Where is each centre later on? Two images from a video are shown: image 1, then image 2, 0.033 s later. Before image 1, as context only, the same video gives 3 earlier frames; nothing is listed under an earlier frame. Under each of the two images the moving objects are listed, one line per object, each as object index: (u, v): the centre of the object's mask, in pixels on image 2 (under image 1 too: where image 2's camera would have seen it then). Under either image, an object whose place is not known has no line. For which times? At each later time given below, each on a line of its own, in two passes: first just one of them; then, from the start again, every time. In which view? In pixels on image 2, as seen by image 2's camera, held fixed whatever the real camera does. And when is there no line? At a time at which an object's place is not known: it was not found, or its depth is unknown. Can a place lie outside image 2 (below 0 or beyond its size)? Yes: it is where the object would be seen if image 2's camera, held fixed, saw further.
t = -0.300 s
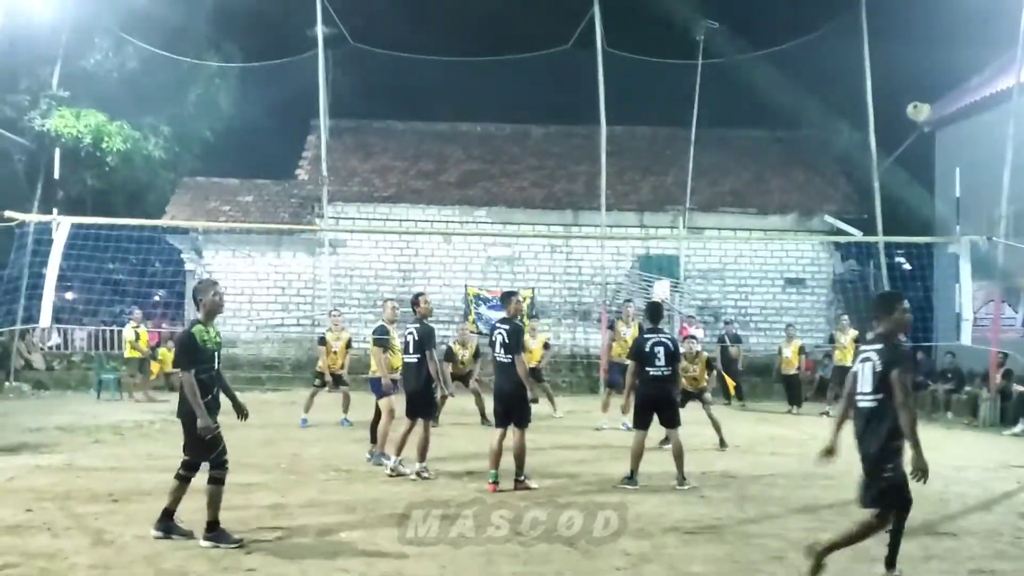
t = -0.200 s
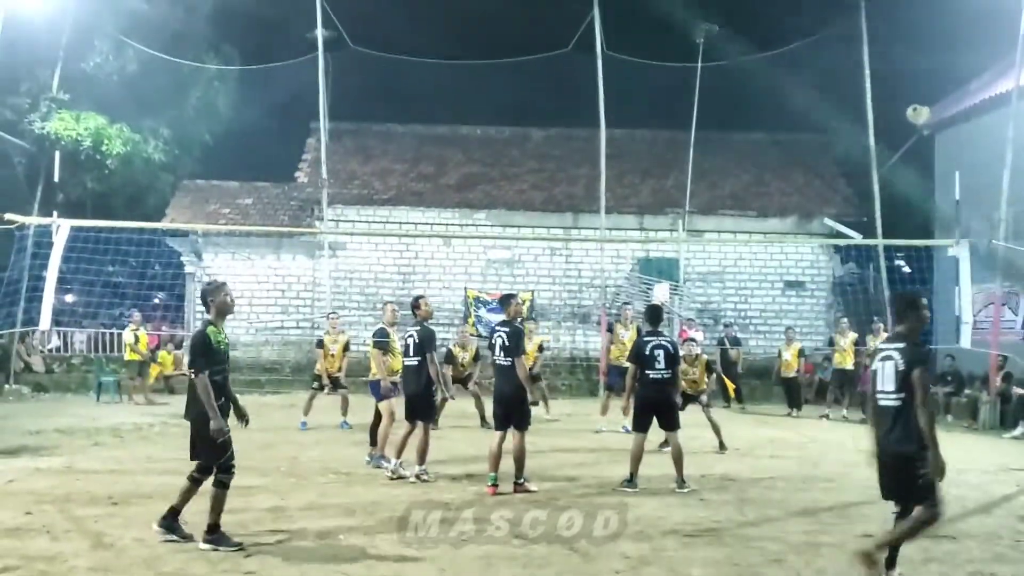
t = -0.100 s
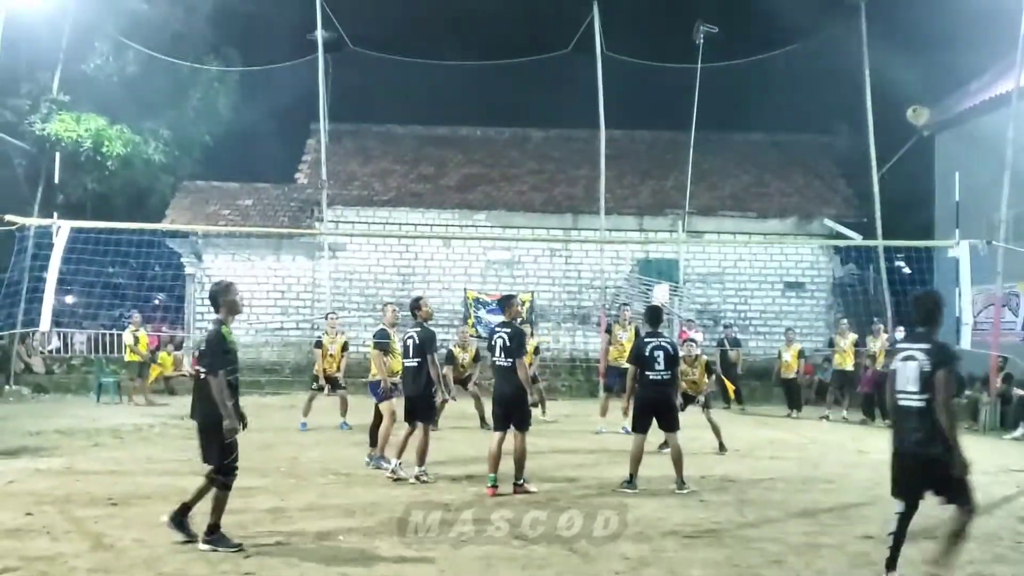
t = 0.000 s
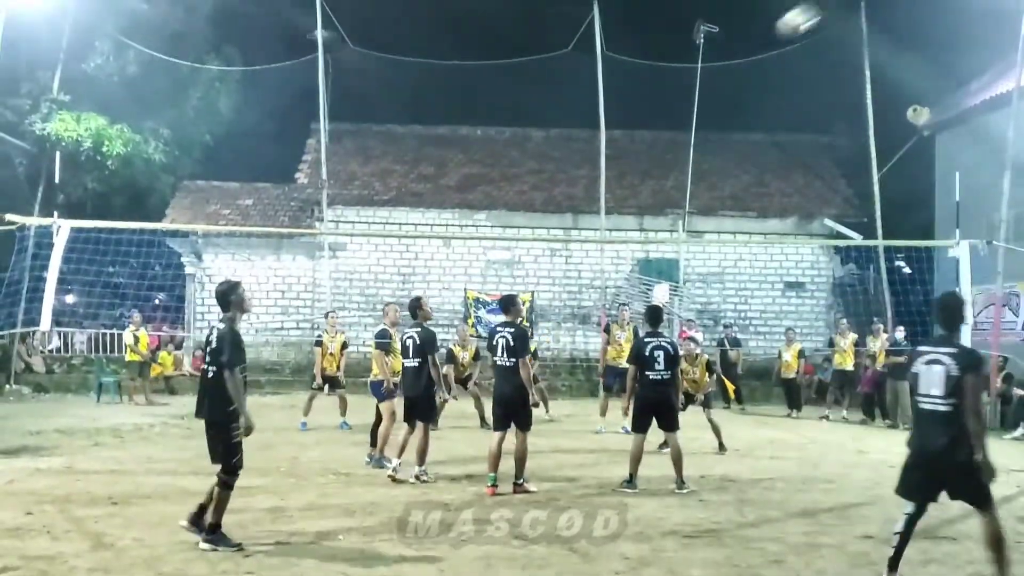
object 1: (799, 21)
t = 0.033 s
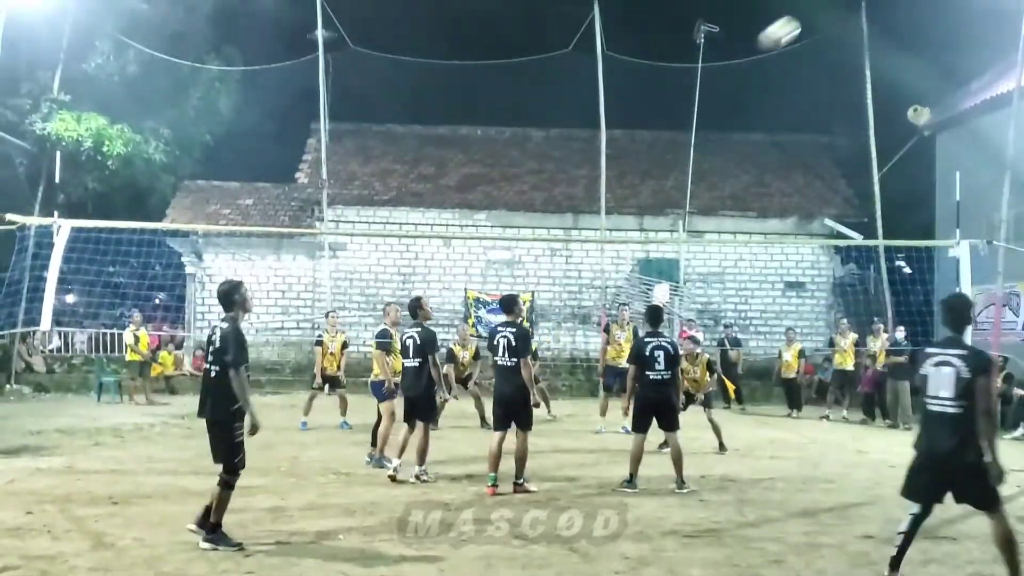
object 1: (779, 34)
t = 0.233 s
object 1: (692, 115)
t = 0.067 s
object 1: (761, 47)
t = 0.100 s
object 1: (745, 60)
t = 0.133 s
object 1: (730, 74)
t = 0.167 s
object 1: (716, 87)
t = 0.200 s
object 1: (704, 101)
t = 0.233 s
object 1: (692, 115)
